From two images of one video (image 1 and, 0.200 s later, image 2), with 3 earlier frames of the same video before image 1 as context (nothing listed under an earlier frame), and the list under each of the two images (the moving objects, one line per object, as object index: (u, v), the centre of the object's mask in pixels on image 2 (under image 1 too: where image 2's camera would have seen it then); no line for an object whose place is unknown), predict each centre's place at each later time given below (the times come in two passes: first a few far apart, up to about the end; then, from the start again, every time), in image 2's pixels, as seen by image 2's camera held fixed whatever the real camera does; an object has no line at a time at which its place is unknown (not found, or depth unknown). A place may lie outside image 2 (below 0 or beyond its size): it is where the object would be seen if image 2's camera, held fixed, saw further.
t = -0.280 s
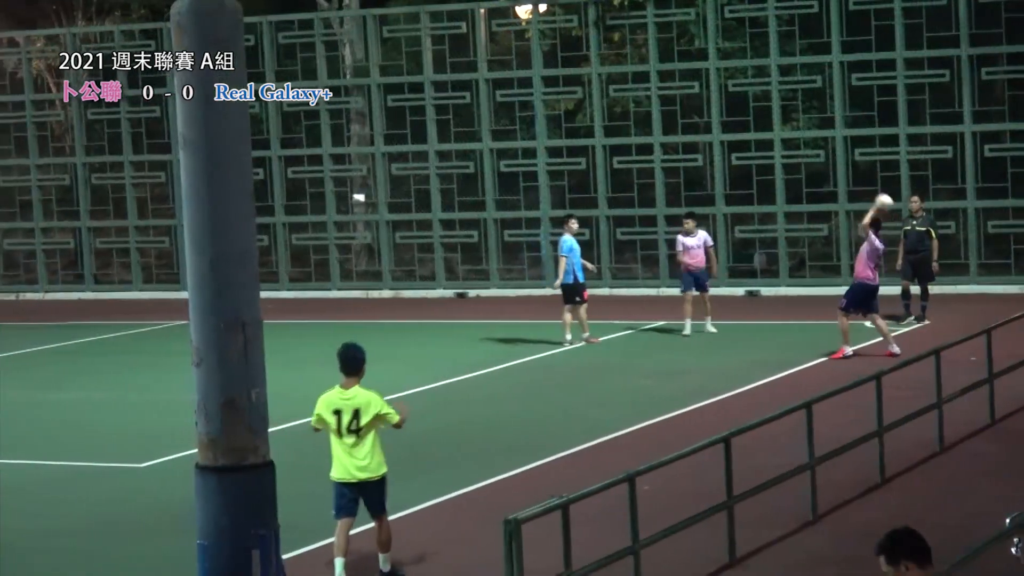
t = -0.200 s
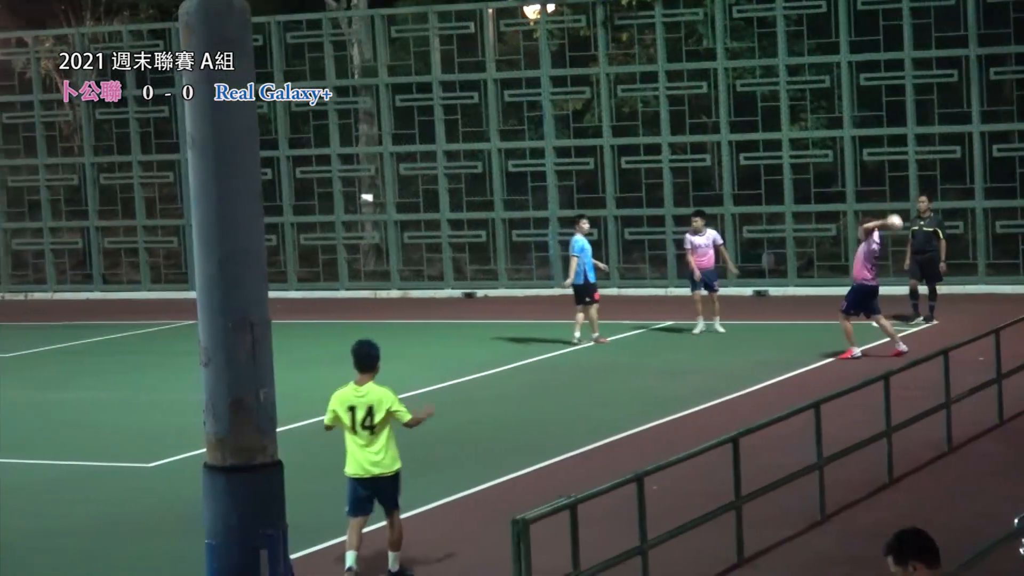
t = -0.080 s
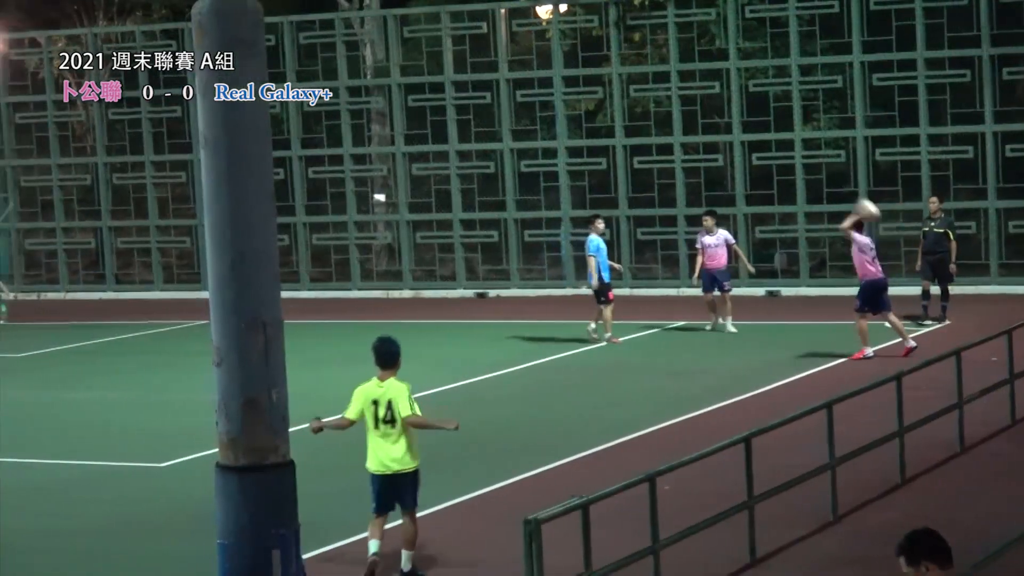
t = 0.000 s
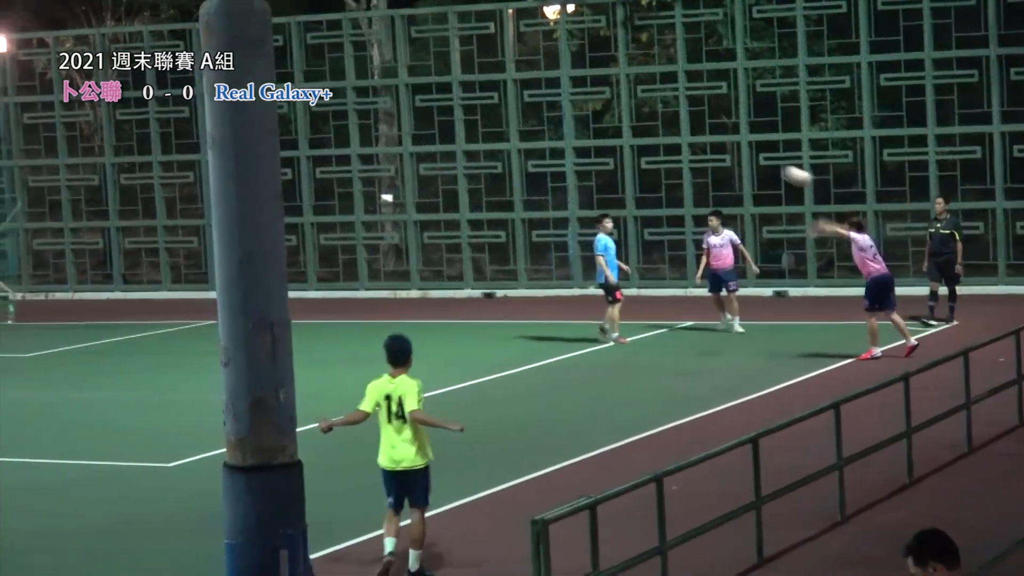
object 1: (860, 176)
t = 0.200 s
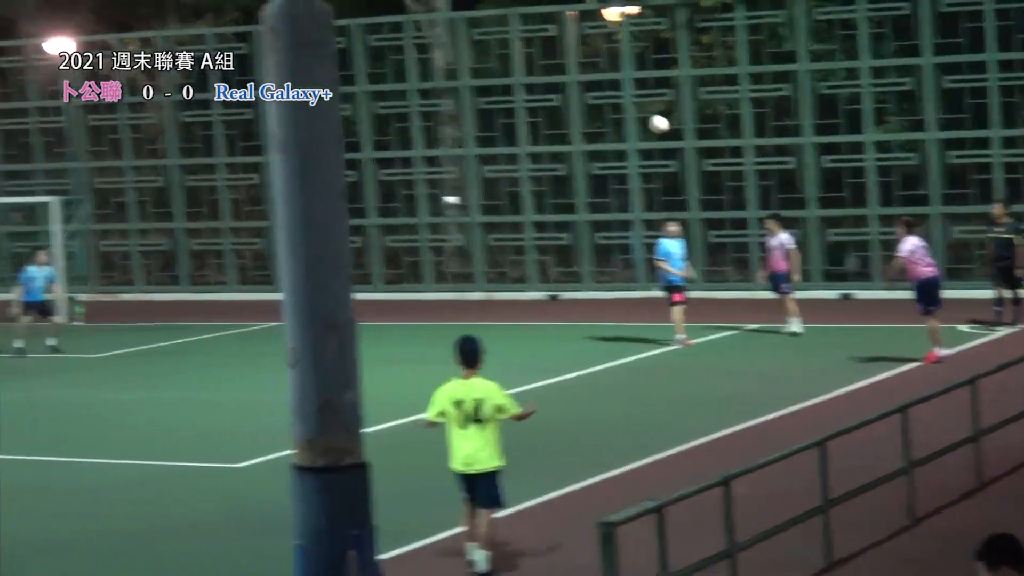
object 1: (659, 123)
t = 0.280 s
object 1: (584, 110)
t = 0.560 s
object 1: (342, 99)
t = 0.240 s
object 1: (620, 116)
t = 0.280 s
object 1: (584, 110)
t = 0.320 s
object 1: (547, 106)
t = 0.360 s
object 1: (511, 103)
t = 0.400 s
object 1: (475, 100)
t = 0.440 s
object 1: (440, 99)
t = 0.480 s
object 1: (406, 98)
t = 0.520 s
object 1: (372, 98)
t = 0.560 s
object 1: (342, 99)
